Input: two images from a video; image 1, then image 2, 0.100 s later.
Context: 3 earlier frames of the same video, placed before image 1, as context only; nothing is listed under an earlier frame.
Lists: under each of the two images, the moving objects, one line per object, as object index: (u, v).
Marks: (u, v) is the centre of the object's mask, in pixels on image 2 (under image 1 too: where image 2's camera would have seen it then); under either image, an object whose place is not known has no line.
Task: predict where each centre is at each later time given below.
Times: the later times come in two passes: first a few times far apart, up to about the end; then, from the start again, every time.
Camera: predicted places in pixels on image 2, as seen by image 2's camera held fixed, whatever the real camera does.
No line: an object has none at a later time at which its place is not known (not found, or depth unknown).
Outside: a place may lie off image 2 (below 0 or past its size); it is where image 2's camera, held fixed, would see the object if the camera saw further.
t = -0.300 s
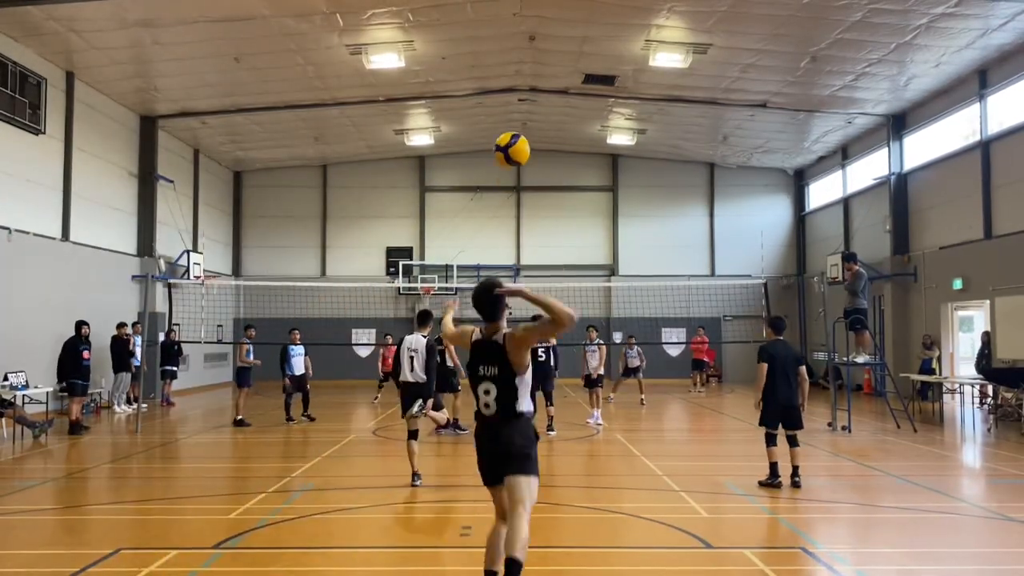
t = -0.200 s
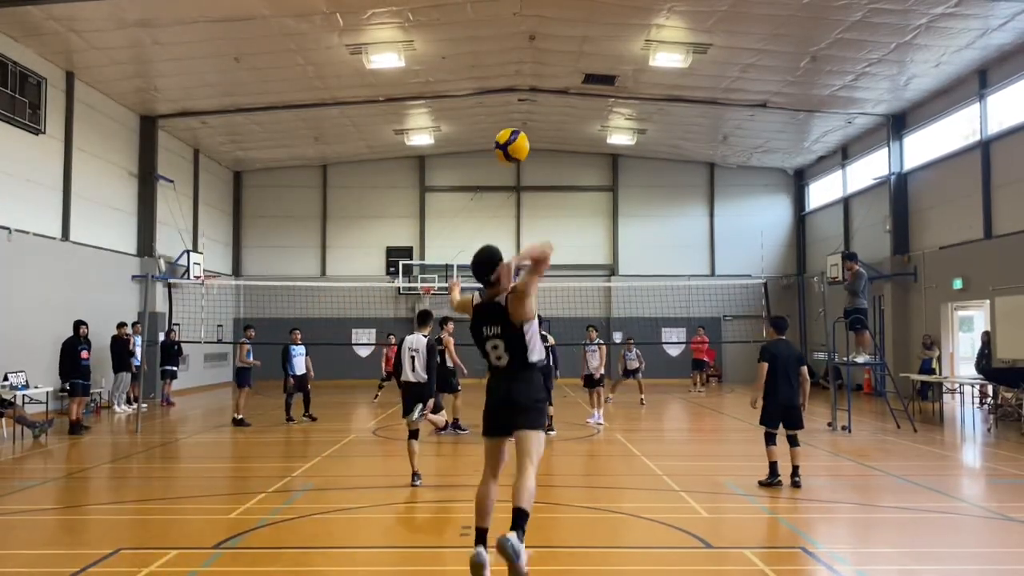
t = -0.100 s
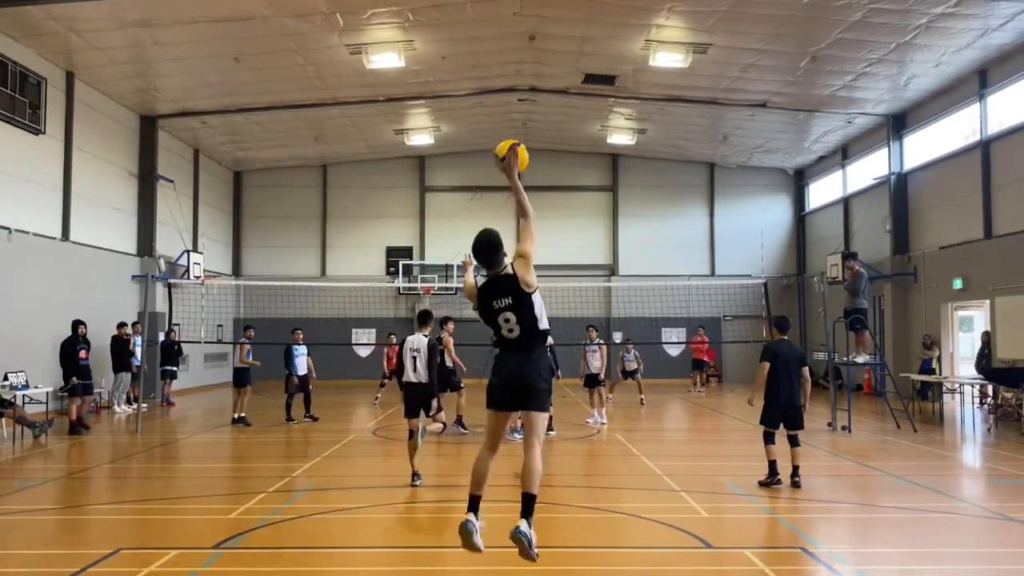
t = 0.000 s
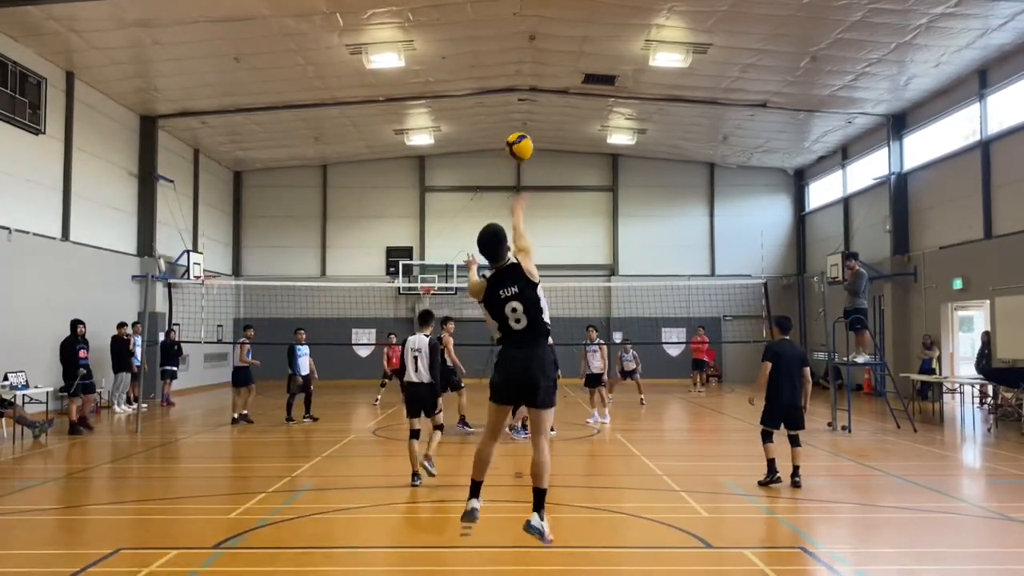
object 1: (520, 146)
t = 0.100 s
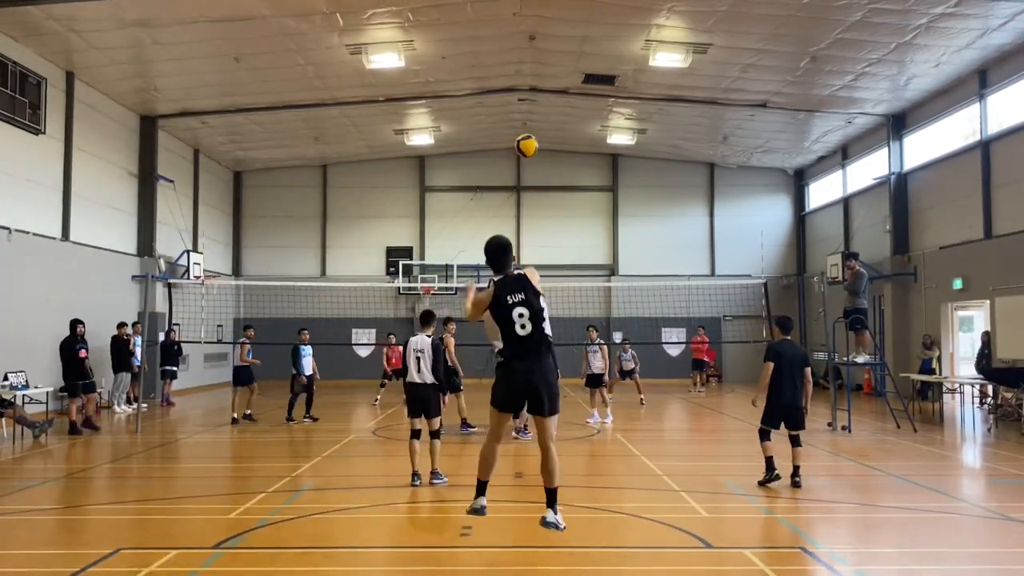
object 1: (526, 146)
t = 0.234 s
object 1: (535, 156)
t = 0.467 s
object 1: (541, 198)
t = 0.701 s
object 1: (543, 253)
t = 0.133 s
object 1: (528, 146)
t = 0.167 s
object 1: (531, 149)
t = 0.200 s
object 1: (533, 152)
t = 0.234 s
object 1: (535, 156)
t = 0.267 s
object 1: (537, 160)
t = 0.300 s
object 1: (538, 165)
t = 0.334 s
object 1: (540, 171)
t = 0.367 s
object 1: (541, 177)
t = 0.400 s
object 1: (542, 183)
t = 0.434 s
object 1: (541, 190)
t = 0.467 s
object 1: (541, 198)
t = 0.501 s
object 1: (541, 205)
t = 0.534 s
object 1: (540, 213)
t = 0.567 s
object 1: (541, 220)
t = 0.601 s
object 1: (541, 228)
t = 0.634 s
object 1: (541, 236)
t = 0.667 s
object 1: (542, 244)
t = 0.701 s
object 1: (543, 253)
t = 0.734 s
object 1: (543, 262)
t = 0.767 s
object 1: (544, 270)
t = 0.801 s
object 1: (545, 278)
